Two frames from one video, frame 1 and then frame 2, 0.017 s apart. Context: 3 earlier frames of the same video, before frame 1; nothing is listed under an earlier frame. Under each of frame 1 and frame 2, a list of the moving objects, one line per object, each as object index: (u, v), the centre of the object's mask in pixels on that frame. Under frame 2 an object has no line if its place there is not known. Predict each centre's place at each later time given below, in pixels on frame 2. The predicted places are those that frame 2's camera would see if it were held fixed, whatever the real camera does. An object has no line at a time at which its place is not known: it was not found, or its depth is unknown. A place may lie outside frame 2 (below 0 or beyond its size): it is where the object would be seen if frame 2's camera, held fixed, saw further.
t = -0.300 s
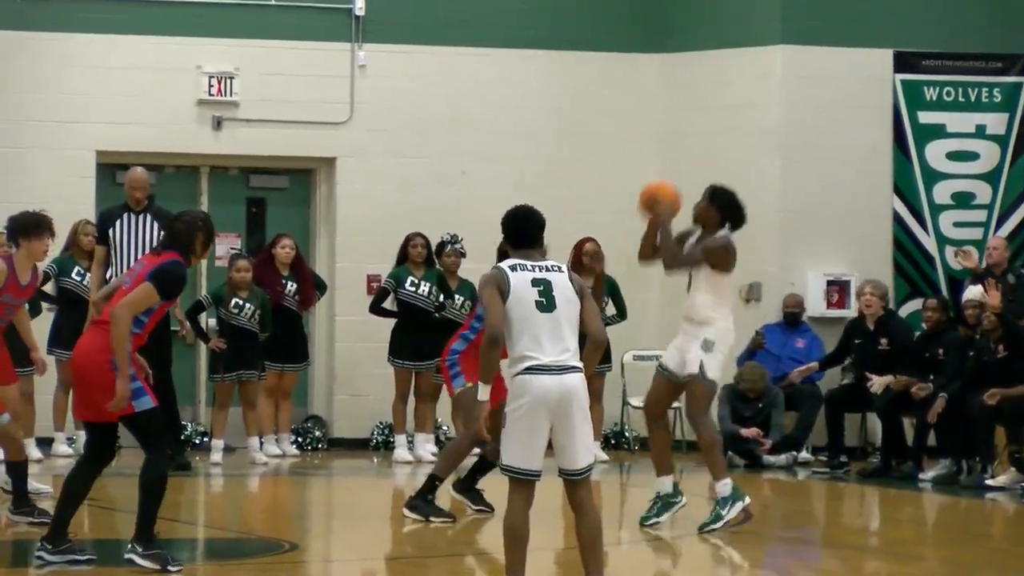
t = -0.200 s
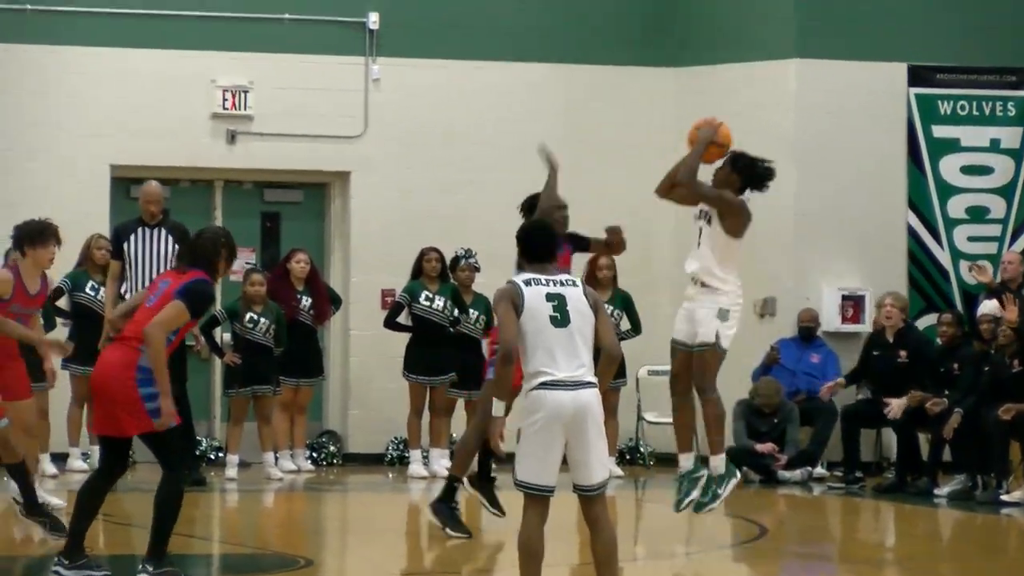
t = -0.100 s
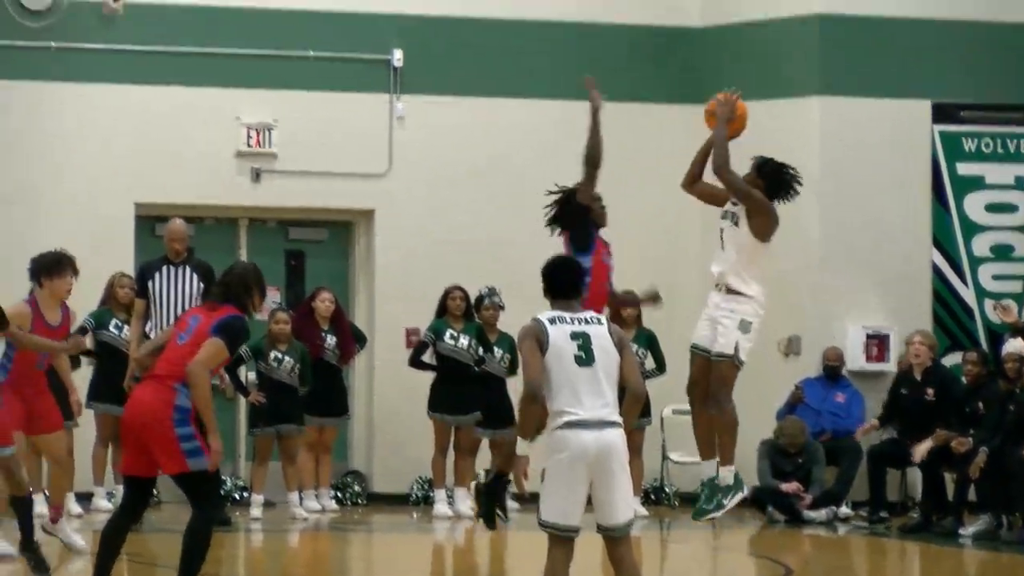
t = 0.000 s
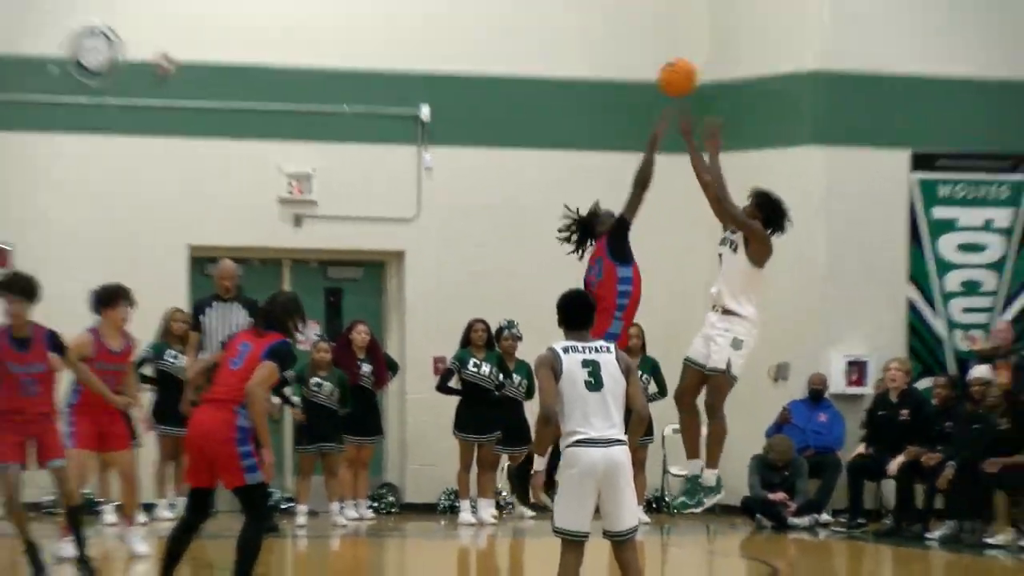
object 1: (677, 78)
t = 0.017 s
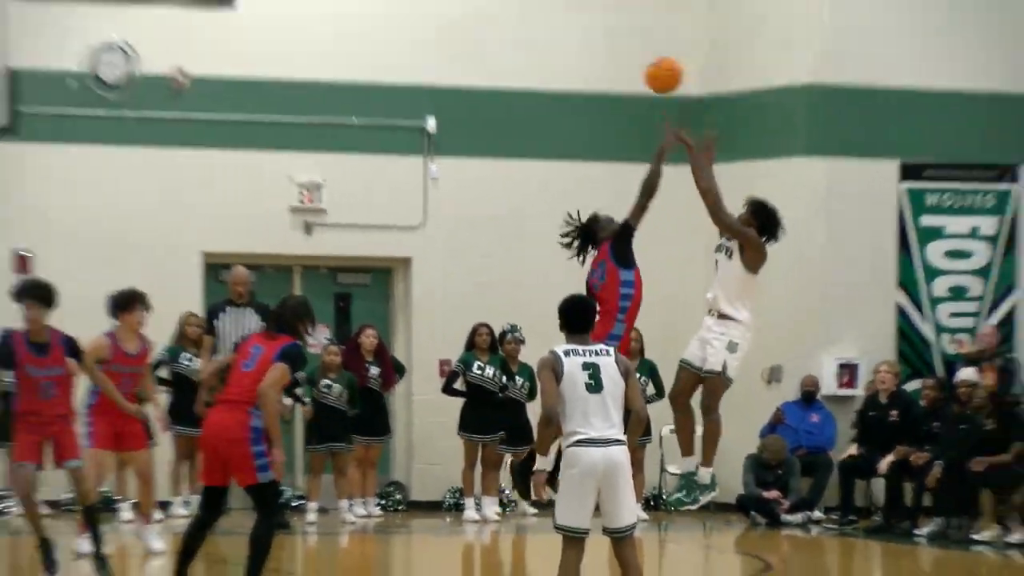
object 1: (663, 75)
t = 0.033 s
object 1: (654, 61)
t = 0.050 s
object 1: (642, 46)
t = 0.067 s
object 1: (631, 32)
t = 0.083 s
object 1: (619, 19)
